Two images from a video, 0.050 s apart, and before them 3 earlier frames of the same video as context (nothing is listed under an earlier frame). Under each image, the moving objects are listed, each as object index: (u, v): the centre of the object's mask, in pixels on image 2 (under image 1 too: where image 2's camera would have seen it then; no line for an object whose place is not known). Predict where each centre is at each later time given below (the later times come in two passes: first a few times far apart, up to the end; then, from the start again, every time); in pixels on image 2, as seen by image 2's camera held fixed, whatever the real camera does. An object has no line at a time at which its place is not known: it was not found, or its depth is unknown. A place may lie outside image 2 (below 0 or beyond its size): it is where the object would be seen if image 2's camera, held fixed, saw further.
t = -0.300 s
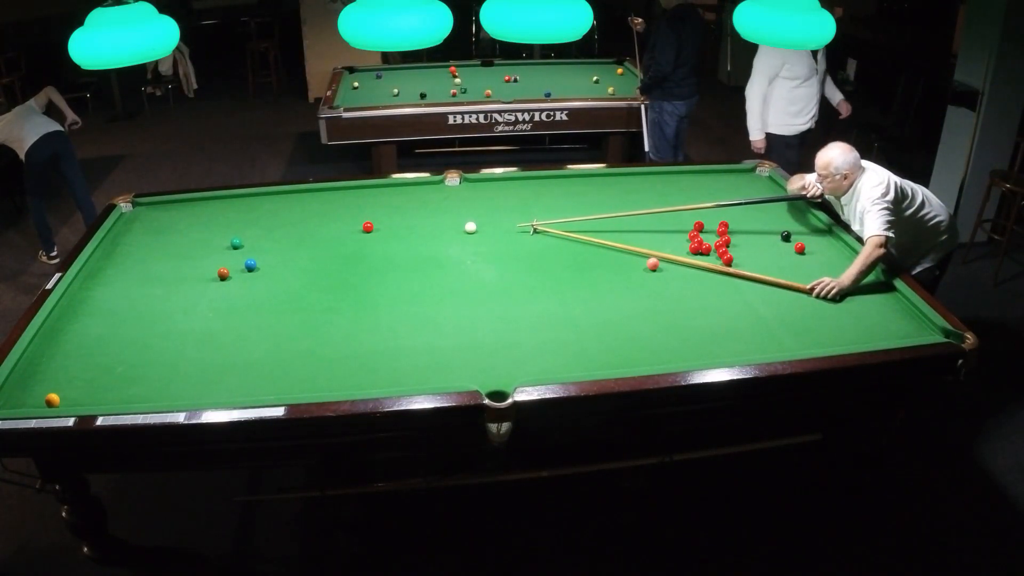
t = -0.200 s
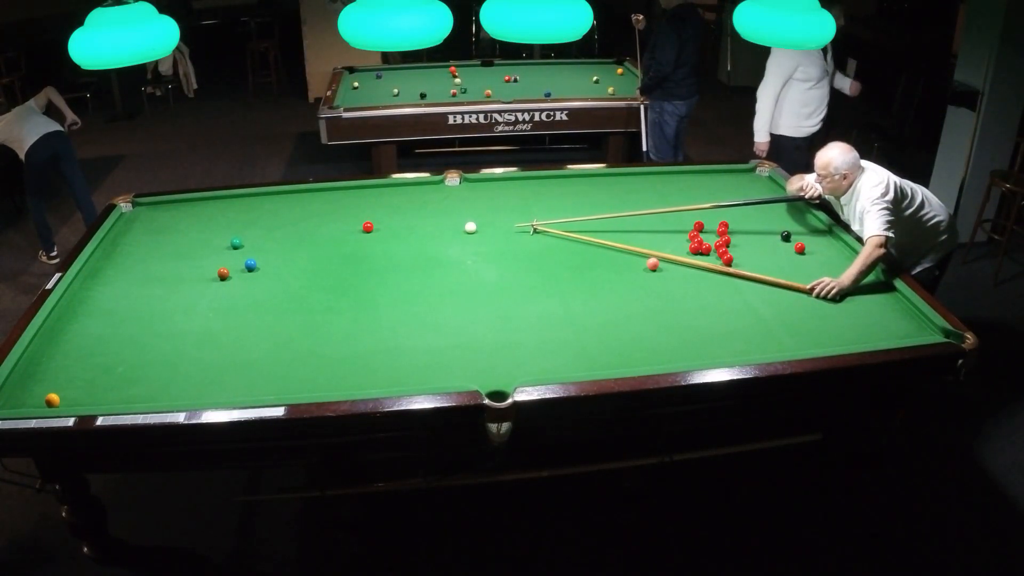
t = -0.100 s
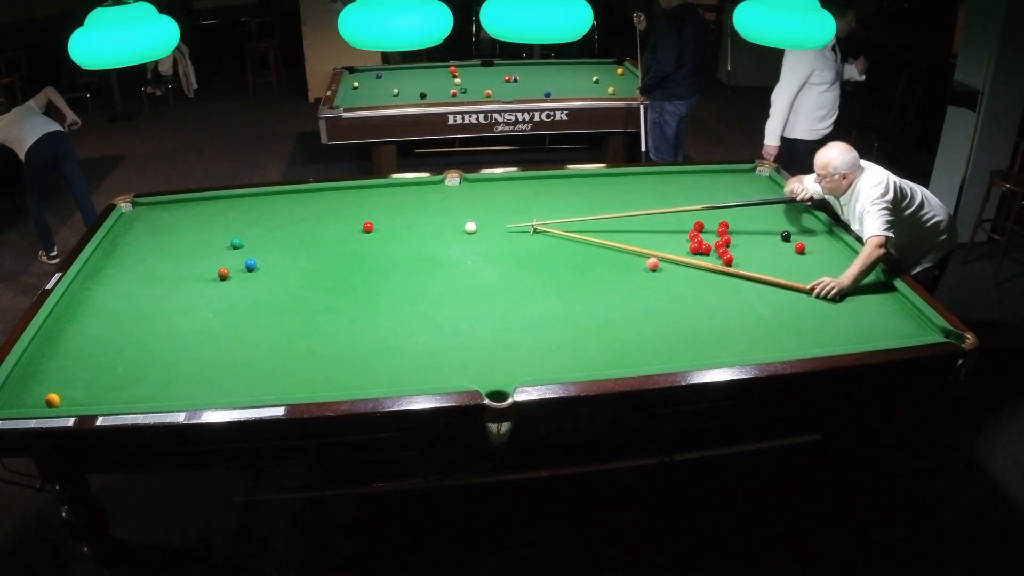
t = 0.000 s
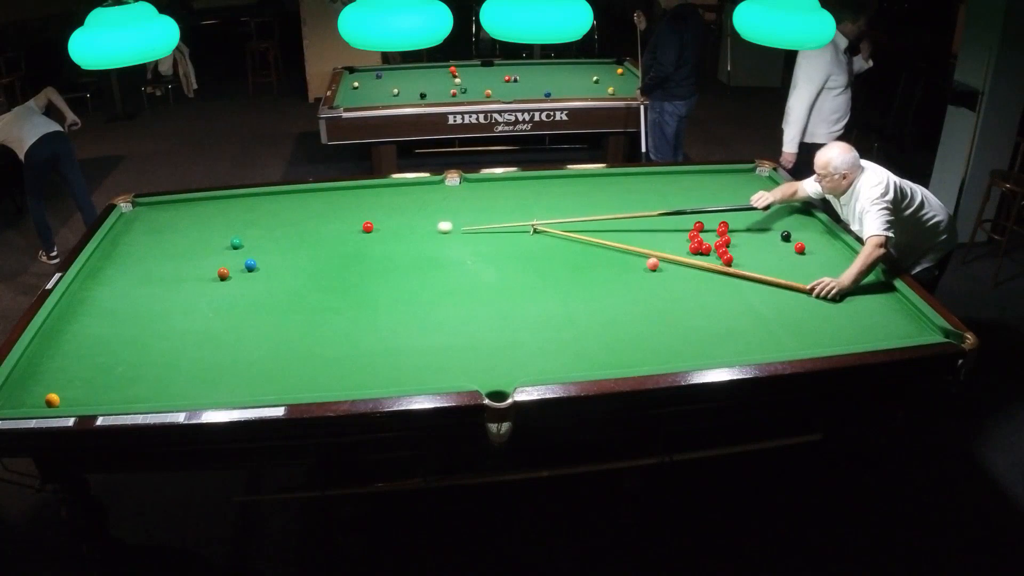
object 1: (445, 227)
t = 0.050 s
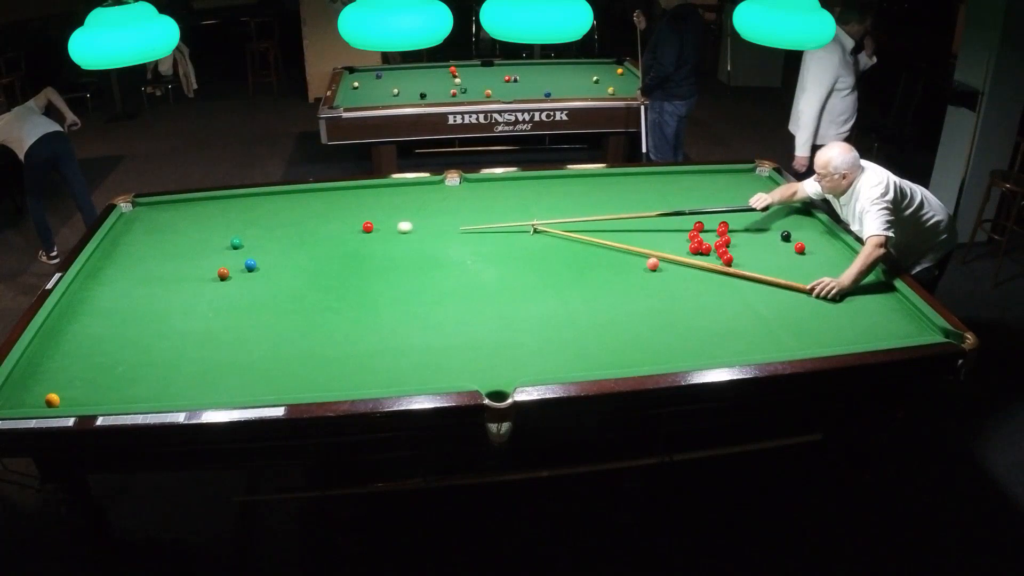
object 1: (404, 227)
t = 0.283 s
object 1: (372, 238)
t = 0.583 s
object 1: (365, 252)
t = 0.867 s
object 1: (359, 266)
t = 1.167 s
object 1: (353, 281)
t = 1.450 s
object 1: (348, 294)
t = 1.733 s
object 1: (343, 307)
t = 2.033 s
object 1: (338, 321)
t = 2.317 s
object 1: (334, 332)
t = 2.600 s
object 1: (331, 343)
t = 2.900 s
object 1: (328, 354)
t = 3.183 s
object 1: (325, 363)
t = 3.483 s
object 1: (324, 371)
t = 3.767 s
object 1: (323, 377)
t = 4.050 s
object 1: (323, 381)
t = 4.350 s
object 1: (323, 384)
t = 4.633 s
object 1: (323, 385)
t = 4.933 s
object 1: (323, 385)
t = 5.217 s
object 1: (323, 385)
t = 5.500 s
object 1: (323, 385)
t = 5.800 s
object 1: (323, 385)
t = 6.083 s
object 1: (323, 385)
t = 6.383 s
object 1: (323, 385)
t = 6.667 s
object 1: (323, 385)
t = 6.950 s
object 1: (323, 385)
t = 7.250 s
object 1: (323, 385)
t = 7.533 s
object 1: (323, 385)
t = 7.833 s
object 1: (323, 385)
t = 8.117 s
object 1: (323, 385)
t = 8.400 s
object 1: (323, 385)
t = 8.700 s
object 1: (323, 385)
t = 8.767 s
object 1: (323, 385)
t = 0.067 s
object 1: (391, 227)
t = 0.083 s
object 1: (380, 227)
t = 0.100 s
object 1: (377, 229)
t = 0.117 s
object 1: (376, 230)
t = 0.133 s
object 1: (376, 230)
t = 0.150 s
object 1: (375, 231)
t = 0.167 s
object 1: (374, 232)
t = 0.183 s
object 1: (374, 233)
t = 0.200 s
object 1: (374, 234)
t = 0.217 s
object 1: (373, 235)
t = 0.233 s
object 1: (373, 235)
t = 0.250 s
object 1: (373, 236)
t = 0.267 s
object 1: (372, 237)
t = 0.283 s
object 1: (372, 238)
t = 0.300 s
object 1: (371, 239)
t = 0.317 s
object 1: (371, 239)
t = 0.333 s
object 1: (371, 240)
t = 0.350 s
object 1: (370, 241)
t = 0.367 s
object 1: (370, 242)
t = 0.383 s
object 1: (370, 243)
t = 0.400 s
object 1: (369, 244)
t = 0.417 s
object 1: (369, 244)
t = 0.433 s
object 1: (368, 245)
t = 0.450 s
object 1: (368, 246)
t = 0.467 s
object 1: (368, 247)
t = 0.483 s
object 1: (367, 248)
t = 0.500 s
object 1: (367, 248)
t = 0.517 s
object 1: (367, 249)
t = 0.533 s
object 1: (366, 250)
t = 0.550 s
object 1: (366, 251)
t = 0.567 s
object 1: (366, 252)
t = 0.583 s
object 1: (365, 252)
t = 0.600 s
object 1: (365, 253)
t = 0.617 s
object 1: (365, 254)
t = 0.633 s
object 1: (364, 255)
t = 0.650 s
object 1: (364, 256)
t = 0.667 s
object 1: (364, 257)
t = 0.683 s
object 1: (363, 257)
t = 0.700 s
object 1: (363, 258)
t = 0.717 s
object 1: (362, 259)
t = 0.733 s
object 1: (362, 260)
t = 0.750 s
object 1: (362, 261)
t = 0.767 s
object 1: (361, 261)
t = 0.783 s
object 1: (361, 262)
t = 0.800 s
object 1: (361, 263)
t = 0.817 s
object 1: (360, 264)
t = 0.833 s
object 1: (360, 265)
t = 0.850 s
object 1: (360, 265)
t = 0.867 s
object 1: (359, 266)
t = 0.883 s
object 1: (359, 267)
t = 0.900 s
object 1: (358, 268)
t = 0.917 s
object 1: (358, 269)
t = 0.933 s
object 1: (358, 270)
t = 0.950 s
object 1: (357, 270)
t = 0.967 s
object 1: (357, 271)
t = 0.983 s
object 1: (357, 272)
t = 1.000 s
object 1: (356, 273)
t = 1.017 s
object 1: (356, 274)
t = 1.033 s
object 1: (356, 274)
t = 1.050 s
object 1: (355, 275)
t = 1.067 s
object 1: (355, 276)
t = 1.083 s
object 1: (355, 277)
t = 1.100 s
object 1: (354, 278)
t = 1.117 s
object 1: (354, 278)
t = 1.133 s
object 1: (354, 279)
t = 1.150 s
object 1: (353, 280)
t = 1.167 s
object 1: (353, 281)
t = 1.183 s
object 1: (353, 282)
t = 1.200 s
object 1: (352, 282)
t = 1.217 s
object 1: (352, 283)
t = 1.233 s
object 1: (352, 284)
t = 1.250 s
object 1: (351, 285)
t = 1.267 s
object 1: (351, 286)
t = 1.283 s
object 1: (351, 286)
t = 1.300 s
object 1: (351, 287)
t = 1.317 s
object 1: (350, 288)
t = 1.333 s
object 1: (350, 289)
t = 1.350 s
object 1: (350, 289)
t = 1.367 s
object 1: (349, 290)
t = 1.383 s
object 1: (349, 291)
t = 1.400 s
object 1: (349, 292)
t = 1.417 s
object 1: (348, 293)
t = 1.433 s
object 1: (348, 294)
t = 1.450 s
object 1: (348, 294)
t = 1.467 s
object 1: (347, 295)
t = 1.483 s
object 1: (347, 296)
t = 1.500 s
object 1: (347, 297)
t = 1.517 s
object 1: (347, 297)
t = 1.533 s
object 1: (346, 298)
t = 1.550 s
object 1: (346, 299)
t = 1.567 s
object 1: (346, 300)
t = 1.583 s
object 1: (345, 300)
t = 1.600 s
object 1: (345, 301)
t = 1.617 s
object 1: (345, 302)
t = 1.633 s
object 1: (345, 303)
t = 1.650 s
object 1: (344, 303)
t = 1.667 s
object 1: (344, 304)
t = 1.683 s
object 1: (344, 305)
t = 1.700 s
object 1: (343, 306)
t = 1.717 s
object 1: (343, 307)
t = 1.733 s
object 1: (343, 307)
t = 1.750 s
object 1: (343, 308)
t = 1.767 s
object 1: (342, 309)
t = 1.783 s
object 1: (342, 310)
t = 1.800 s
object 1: (342, 310)
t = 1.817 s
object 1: (341, 311)
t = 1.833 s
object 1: (341, 312)
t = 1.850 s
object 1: (341, 313)
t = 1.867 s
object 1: (341, 313)
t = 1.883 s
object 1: (340, 314)
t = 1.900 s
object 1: (340, 315)
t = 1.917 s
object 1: (340, 316)
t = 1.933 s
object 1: (339, 316)
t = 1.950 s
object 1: (339, 317)
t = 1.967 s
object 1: (339, 318)
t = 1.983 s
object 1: (339, 319)
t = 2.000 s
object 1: (339, 319)
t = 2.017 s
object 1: (338, 320)
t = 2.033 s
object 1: (338, 321)
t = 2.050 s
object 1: (338, 321)
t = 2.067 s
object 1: (338, 322)
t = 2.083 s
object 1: (337, 323)
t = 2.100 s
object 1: (337, 324)
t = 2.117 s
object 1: (337, 324)
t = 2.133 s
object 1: (337, 325)
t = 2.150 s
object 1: (336, 326)
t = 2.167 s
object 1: (336, 326)
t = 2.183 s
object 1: (336, 327)
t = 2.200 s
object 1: (336, 328)
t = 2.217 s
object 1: (335, 328)
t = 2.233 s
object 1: (335, 329)
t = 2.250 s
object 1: (335, 330)
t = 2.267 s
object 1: (335, 330)
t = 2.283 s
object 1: (334, 331)
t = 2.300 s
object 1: (334, 331)
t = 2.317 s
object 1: (334, 332)
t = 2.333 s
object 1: (334, 332)
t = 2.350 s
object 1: (334, 333)
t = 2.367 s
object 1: (334, 334)
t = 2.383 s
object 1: (333, 334)
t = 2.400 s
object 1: (333, 335)
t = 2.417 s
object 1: (333, 336)
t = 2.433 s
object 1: (333, 336)
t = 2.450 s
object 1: (332, 337)
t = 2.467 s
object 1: (332, 338)
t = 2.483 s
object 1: (332, 338)
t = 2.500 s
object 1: (332, 339)
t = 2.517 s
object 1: (332, 340)
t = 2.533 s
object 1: (332, 340)
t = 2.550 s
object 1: (331, 341)
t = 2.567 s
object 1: (331, 342)
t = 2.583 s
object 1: (331, 342)
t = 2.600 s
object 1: (331, 343)
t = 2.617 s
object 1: (331, 344)
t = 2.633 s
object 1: (330, 344)
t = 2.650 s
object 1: (330, 345)
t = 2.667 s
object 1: (330, 345)
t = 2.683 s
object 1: (330, 346)
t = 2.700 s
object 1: (330, 347)
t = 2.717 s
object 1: (330, 347)
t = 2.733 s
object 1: (329, 348)
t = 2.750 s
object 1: (329, 348)
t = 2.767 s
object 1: (329, 349)
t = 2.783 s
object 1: (329, 350)
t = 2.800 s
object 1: (329, 350)
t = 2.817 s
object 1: (329, 351)
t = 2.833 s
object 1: (328, 351)
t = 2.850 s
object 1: (328, 352)
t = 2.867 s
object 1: (328, 353)
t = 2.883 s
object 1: (328, 353)
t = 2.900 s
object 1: (328, 354)
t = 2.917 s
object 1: (328, 354)
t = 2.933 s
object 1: (327, 355)
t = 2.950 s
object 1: (327, 355)
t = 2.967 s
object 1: (327, 356)
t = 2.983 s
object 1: (327, 356)
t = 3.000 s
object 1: (327, 357)
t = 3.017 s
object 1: (327, 357)
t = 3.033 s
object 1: (326, 358)
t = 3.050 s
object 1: (326, 358)
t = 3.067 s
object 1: (326, 359)
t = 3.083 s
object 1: (326, 360)
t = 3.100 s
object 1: (326, 360)
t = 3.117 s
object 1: (326, 361)
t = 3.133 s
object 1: (326, 361)
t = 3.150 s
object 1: (326, 362)
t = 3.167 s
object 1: (326, 362)
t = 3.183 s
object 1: (325, 363)
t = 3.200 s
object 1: (325, 363)
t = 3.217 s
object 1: (325, 364)
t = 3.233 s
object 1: (325, 364)
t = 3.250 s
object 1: (325, 365)
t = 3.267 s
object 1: (325, 365)
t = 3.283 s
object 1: (325, 366)
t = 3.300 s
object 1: (325, 366)
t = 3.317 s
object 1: (325, 366)
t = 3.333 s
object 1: (325, 367)
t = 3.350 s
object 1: (325, 367)
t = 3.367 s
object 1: (324, 368)
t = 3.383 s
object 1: (324, 368)
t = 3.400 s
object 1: (324, 369)
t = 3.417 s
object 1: (324, 369)
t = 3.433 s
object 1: (324, 370)
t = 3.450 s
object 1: (324, 370)
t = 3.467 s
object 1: (324, 370)
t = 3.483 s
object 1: (324, 371)
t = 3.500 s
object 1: (324, 371)
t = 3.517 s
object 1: (324, 372)
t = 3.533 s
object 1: (324, 372)
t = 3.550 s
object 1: (324, 372)
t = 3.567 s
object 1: (323, 373)
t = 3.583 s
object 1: (324, 373)
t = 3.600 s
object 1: (323, 374)
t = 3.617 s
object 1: (323, 374)
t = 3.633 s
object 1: (323, 374)
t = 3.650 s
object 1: (323, 374)
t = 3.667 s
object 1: (323, 375)
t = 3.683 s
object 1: (323, 375)
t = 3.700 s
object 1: (323, 376)
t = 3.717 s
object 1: (323, 376)
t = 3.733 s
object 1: (323, 376)
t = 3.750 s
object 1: (323, 377)
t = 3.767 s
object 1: (323, 377)
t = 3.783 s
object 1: (323, 377)
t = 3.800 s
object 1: (323, 378)
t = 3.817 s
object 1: (323, 378)
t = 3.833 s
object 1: (323, 378)
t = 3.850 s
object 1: (323, 378)
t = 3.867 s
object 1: (323, 379)
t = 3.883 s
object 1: (323, 379)
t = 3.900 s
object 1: (323, 379)
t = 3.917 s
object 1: (323, 379)
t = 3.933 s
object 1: (323, 380)
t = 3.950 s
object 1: (323, 380)
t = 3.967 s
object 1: (323, 380)
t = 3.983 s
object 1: (323, 380)
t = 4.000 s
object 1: (323, 381)
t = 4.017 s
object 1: (323, 381)
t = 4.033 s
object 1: (323, 381)
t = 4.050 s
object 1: (323, 381)
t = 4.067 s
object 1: (323, 381)
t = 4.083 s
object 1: (323, 382)
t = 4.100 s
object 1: (323, 382)
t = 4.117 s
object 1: (323, 382)
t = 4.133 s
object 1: (323, 382)
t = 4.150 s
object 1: (323, 382)
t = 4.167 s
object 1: (323, 383)
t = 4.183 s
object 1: (323, 383)
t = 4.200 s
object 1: (323, 383)
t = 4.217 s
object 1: (323, 383)
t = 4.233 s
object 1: (323, 383)
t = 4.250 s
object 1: (323, 383)
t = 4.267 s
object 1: (323, 384)
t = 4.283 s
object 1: (323, 384)
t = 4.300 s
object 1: (323, 384)
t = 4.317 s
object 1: (323, 384)
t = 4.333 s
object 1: (323, 384)
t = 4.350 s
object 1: (323, 384)
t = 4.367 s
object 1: (323, 384)
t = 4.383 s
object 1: (323, 384)
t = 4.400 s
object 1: (323, 384)
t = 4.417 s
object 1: (323, 385)
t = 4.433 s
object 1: (323, 385)
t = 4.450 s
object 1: (323, 385)
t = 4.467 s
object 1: (323, 385)
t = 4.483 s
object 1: (323, 385)
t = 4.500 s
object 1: (323, 385)
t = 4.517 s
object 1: (323, 385)
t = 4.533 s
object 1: (323, 385)
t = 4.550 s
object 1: (323, 385)
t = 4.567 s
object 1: (323, 385)
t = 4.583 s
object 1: (323, 385)
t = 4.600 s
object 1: (323, 385)
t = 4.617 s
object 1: (323, 385)
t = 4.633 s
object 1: (323, 385)
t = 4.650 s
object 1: (323, 385)
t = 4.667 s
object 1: (323, 385)
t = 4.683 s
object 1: (323, 385)
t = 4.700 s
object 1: (323, 385)
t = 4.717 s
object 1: (323, 385)
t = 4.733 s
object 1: (323, 385)
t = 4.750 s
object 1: (323, 385)
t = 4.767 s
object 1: (323, 385)
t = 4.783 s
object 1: (323, 385)
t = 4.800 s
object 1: (323, 385)
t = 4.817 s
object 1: (323, 385)
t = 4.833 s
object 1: (323, 385)
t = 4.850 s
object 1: (323, 385)
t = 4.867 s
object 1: (323, 385)
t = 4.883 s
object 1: (323, 385)
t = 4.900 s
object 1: (323, 385)
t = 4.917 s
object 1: (323, 385)
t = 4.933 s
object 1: (323, 385)
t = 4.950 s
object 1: (323, 385)
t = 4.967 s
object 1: (323, 385)
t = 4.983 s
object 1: (323, 385)
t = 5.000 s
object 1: (323, 385)
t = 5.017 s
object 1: (323, 385)
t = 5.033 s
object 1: (323, 385)
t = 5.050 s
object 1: (323, 385)
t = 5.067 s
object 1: (323, 385)
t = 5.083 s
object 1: (323, 385)
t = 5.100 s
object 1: (323, 385)
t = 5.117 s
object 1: (323, 385)
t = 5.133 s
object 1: (323, 385)
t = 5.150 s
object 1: (323, 385)
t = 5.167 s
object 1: (323, 385)
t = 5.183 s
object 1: (323, 385)
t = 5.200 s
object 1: (323, 385)
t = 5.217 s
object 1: (323, 385)
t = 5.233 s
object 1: (323, 385)
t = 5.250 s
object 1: (323, 385)
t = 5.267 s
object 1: (323, 385)
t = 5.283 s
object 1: (323, 385)
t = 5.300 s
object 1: (323, 385)
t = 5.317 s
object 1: (323, 385)
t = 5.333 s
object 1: (323, 385)
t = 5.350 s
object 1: (323, 385)
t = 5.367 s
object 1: (323, 385)
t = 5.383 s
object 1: (323, 385)
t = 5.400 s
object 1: (323, 385)
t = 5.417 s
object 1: (323, 385)
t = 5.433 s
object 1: (323, 385)
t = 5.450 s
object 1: (323, 385)
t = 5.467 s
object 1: (323, 385)
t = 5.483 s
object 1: (323, 385)
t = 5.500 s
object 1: (323, 385)
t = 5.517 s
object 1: (323, 385)
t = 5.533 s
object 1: (323, 385)
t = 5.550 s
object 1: (323, 385)
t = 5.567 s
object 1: (323, 385)
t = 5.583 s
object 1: (323, 385)
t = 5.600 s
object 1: (323, 385)
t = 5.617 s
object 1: (323, 385)
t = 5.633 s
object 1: (323, 385)
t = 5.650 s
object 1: (323, 385)
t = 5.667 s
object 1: (323, 385)
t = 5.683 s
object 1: (323, 385)
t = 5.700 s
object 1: (323, 385)
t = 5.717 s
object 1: (323, 385)
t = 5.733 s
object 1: (323, 385)
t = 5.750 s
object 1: (323, 385)
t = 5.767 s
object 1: (323, 385)
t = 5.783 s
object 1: (323, 385)
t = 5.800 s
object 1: (323, 385)
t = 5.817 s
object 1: (323, 385)
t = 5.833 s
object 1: (323, 385)
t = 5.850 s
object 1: (323, 385)
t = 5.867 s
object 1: (323, 385)
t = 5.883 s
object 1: (323, 385)
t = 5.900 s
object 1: (323, 385)
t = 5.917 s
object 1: (323, 385)
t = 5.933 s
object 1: (323, 385)
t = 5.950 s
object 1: (323, 385)
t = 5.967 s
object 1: (323, 385)
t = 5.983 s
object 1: (323, 385)
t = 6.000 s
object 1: (323, 385)
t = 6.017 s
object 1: (323, 385)
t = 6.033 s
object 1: (323, 385)
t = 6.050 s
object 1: (323, 385)
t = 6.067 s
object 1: (323, 385)
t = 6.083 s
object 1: (323, 385)
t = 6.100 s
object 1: (323, 385)
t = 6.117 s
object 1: (323, 385)
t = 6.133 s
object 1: (323, 385)
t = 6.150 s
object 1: (323, 385)
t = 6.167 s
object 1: (323, 385)
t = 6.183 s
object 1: (323, 385)
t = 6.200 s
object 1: (323, 385)
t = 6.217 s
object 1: (323, 385)
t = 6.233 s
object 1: (323, 385)
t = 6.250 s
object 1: (323, 385)
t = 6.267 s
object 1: (323, 385)
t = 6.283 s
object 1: (323, 385)
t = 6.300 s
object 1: (323, 385)
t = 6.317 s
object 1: (323, 385)
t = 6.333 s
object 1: (323, 385)
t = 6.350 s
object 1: (323, 385)
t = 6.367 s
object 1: (323, 385)
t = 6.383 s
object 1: (323, 385)
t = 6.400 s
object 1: (323, 385)
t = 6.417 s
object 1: (323, 385)
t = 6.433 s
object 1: (323, 385)
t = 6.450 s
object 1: (323, 385)
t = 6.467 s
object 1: (323, 385)
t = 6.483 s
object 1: (323, 385)
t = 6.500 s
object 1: (323, 385)
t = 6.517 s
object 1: (323, 385)
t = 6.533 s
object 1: (323, 385)
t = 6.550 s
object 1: (323, 385)
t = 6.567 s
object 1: (323, 385)
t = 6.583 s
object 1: (323, 385)
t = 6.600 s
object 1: (323, 385)
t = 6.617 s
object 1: (323, 385)
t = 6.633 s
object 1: (323, 385)
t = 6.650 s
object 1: (323, 385)
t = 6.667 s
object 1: (323, 385)
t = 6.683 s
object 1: (323, 385)
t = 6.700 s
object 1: (323, 385)
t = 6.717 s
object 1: (323, 385)
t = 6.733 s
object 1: (323, 385)
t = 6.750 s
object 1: (323, 385)
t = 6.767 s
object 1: (323, 385)
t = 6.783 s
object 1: (323, 385)
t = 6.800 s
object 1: (323, 385)
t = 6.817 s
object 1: (323, 385)
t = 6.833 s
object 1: (323, 385)
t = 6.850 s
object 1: (323, 385)
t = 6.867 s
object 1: (323, 385)
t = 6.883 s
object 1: (323, 385)
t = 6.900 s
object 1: (323, 385)
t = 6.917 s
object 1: (323, 385)
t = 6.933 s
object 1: (323, 385)
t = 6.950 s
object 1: (323, 385)
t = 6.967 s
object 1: (323, 385)
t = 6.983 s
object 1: (323, 385)
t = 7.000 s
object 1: (323, 385)
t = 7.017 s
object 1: (323, 385)
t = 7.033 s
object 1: (323, 385)
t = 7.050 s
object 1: (323, 385)
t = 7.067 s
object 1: (323, 385)
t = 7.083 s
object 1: (323, 385)
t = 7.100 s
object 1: (323, 385)
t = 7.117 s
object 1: (323, 385)
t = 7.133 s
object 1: (323, 385)
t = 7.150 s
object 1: (323, 385)
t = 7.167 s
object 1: (323, 385)
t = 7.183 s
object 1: (323, 385)
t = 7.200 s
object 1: (323, 385)
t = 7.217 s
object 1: (323, 385)
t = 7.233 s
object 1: (323, 385)
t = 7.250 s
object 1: (323, 385)
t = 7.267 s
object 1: (323, 385)
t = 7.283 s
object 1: (323, 385)
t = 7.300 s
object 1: (323, 385)
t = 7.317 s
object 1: (323, 385)
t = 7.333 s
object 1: (323, 385)
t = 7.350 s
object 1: (323, 385)
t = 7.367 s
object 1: (323, 385)
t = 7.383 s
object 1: (323, 385)
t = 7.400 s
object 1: (323, 385)
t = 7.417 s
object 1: (323, 385)
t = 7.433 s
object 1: (323, 385)
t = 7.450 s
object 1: (323, 385)
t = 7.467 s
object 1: (323, 385)
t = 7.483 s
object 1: (323, 385)
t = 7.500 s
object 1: (323, 385)
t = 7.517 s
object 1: (323, 385)
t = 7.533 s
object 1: (323, 385)
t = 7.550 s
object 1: (323, 385)
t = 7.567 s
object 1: (323, 385)
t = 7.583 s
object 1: (323, 385)
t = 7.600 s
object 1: (323, 385)
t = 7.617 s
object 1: (323, 385)
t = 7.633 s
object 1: (323, 385)
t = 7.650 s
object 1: (323, 385)
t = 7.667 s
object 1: (323, 385)
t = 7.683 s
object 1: (323, 385)
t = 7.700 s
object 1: (323, 385)
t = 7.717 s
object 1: (323, 385)
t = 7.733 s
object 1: (323, 385)
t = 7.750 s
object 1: (323, 385)
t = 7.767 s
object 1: (323, 385)
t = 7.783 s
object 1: (323, 385)
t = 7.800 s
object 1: (323, 385)
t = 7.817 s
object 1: (323, 385)
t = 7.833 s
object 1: (323, 385)
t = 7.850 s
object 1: (323, 385)
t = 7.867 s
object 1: (323, 385)
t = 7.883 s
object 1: (323, 385)
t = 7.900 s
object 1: (323, 385)
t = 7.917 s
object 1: (323, 385)
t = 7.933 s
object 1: (323, 385)
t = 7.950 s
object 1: (323, 385)
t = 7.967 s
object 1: (323, 385)
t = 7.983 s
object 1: (323, 385)
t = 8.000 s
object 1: (323, 385)
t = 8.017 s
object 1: (323, 385)
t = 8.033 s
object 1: (323, 385)
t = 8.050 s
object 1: (323, 385)
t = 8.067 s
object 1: (323, 385)
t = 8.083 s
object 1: (323, 385)
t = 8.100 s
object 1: (323, 385)
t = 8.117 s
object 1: (323, 385)
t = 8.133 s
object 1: (323, 385)
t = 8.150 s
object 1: (323, 385)
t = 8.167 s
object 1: (323, 385)
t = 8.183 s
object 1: (323, 385)
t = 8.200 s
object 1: (323, 385)
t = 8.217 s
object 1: (323, 385)
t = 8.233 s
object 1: (323, 385)
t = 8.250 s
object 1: (323, 385)
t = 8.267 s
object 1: (323, 385)
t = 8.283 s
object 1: (323, 385)
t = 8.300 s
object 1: (323, 385)
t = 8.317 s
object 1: (323, 385)
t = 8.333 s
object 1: (323, 385)
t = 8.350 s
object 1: (323, 385)
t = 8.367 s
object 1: (323, 385)
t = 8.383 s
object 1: (323, 385)
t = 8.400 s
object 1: (323, 385)
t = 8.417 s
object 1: (323, 385)
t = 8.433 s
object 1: (323, 385)
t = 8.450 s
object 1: (323, 385)
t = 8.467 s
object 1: (323, 385)
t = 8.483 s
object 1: (323, 385)
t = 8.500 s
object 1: (323, 385)
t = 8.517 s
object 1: (323, 385)
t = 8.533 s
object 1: (323, 385)
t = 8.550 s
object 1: (323, 385)
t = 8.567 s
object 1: (323, 385)
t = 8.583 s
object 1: (323, 385)
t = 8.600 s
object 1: (323, 385)
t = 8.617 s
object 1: (323, 385)
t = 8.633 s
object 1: (323, 385)
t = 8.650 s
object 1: (323, 385)
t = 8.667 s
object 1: (323, 385)
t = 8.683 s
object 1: (323, 385)
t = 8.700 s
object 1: (323, 385)
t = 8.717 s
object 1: (323, 385)
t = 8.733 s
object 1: (323, 385)
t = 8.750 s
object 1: (323, 385)
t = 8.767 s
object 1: (323, 385)
